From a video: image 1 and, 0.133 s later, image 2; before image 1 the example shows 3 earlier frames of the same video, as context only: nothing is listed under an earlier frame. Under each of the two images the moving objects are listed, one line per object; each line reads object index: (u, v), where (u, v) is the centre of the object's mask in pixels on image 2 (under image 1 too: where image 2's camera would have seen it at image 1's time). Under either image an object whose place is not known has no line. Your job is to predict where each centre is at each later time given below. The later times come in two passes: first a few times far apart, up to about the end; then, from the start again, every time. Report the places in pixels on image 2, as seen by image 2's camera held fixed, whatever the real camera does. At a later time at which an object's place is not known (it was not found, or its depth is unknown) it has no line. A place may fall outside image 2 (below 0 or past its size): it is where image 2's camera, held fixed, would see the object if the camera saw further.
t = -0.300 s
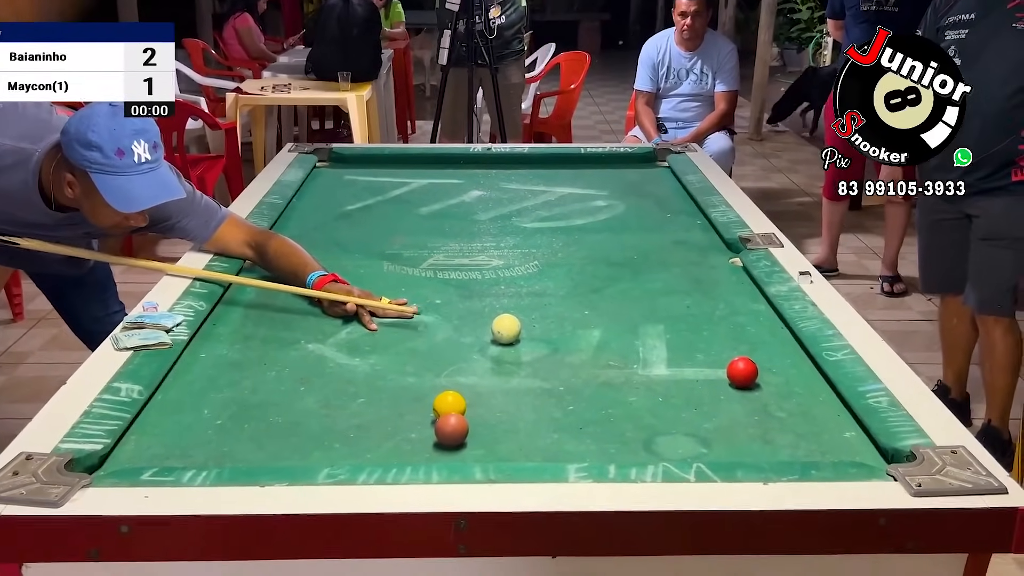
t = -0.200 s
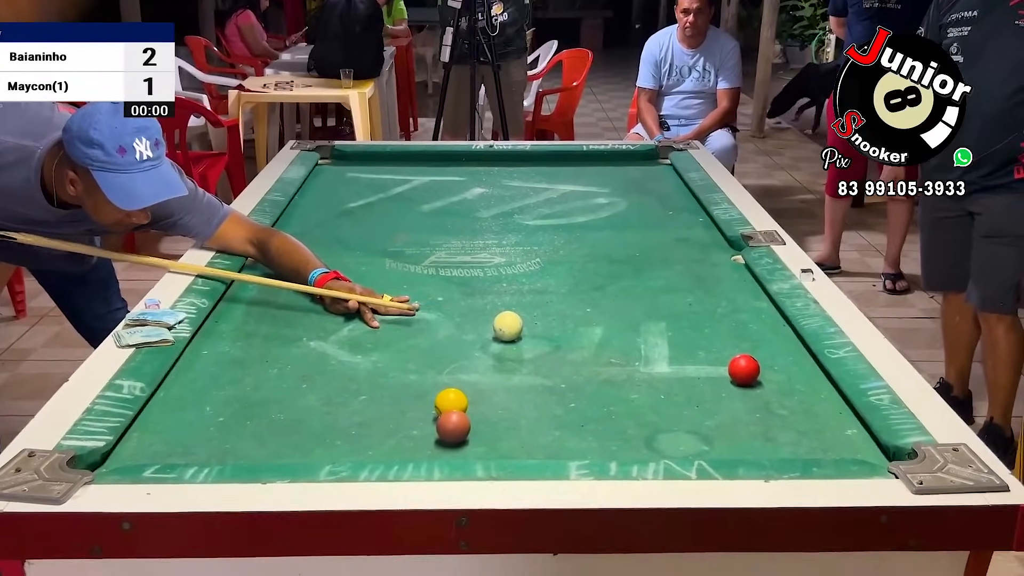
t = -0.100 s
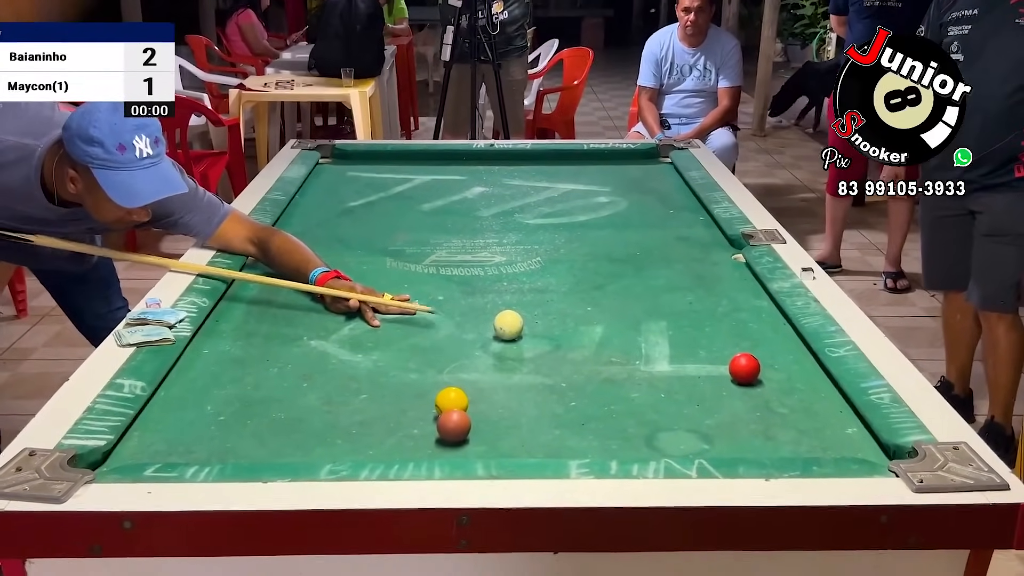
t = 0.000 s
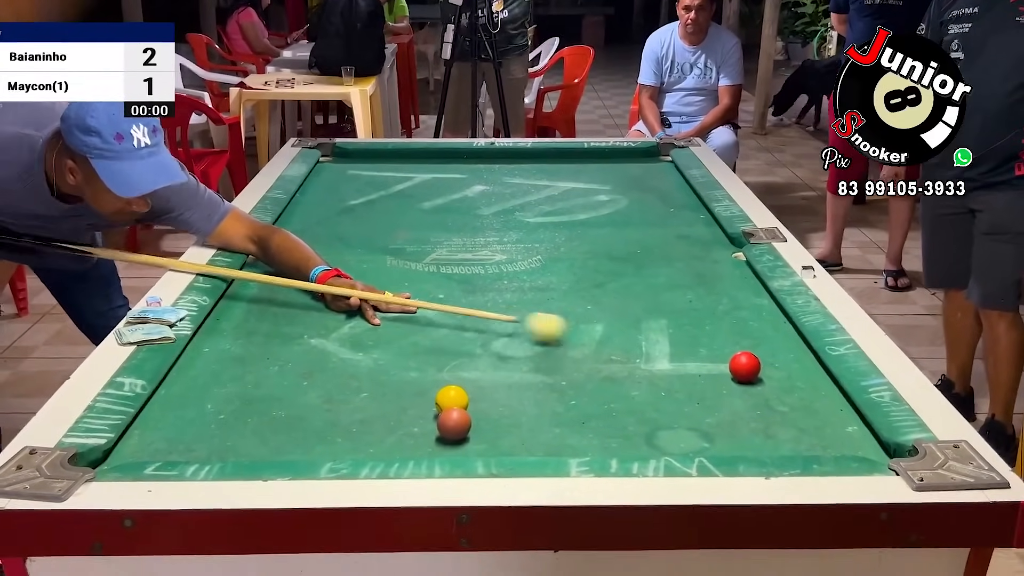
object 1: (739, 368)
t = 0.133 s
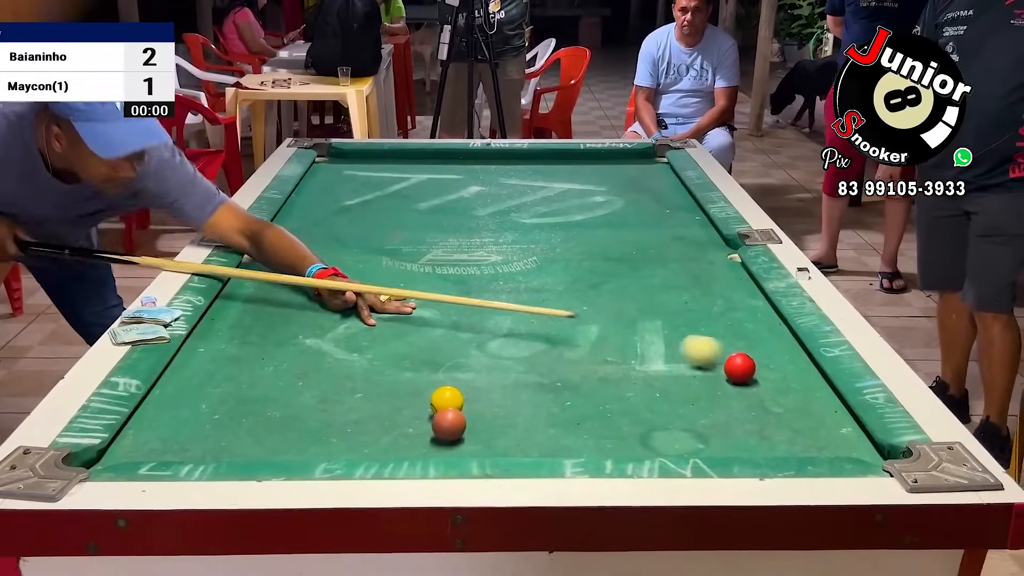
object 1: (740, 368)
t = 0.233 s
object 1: (776, 392)
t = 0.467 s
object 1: (876, 451)
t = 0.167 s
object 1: (746, 373)
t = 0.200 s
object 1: (762, 383)
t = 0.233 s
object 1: (776, 392)
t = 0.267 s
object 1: (789, 401)
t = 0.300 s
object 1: (803, 409)
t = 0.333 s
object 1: (816, 418)
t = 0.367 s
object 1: (830, 428)
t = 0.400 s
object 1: (845, 437)
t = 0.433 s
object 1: (861, 444)
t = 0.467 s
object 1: (876, 451)
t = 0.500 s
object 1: (888, 456)
